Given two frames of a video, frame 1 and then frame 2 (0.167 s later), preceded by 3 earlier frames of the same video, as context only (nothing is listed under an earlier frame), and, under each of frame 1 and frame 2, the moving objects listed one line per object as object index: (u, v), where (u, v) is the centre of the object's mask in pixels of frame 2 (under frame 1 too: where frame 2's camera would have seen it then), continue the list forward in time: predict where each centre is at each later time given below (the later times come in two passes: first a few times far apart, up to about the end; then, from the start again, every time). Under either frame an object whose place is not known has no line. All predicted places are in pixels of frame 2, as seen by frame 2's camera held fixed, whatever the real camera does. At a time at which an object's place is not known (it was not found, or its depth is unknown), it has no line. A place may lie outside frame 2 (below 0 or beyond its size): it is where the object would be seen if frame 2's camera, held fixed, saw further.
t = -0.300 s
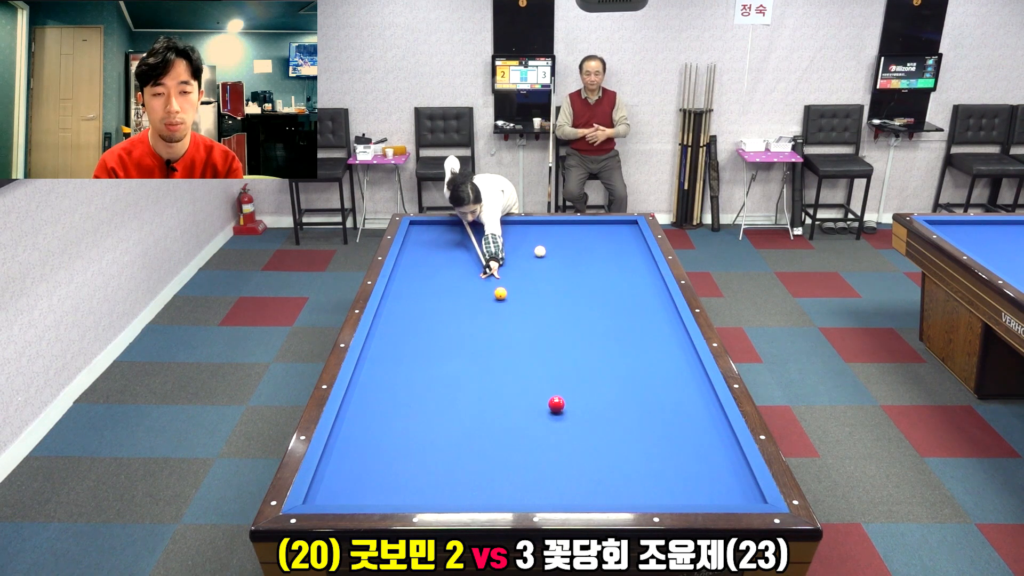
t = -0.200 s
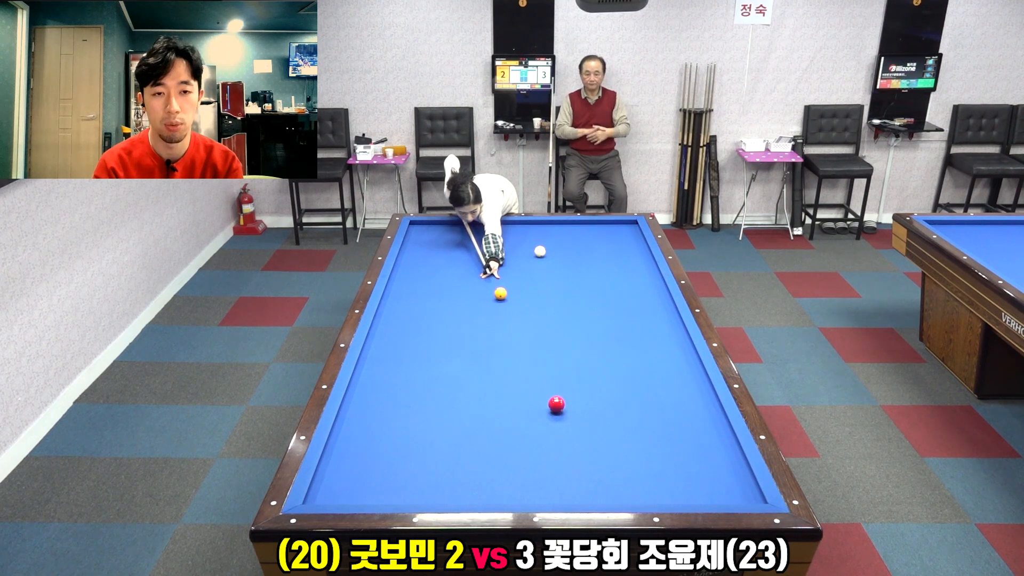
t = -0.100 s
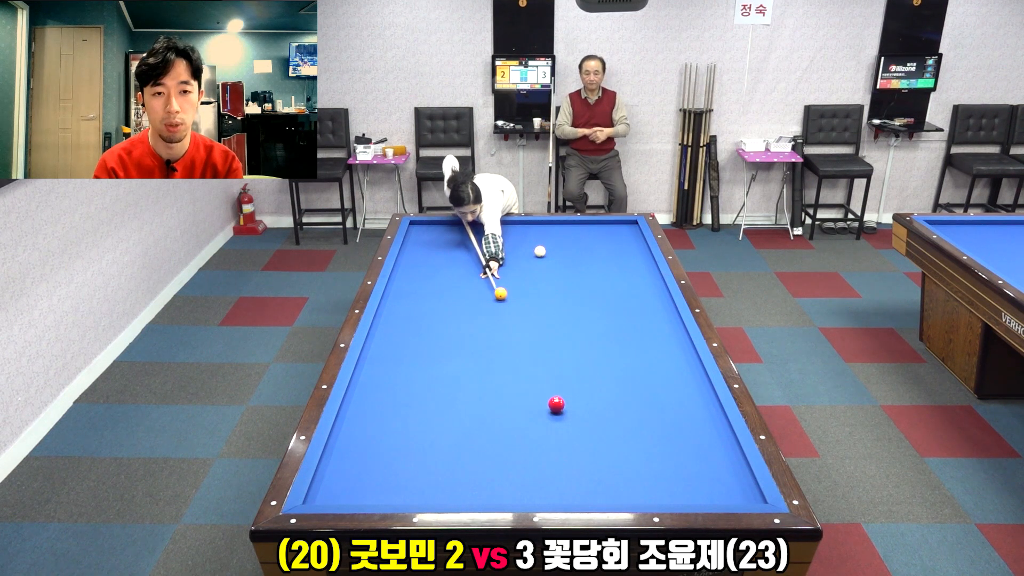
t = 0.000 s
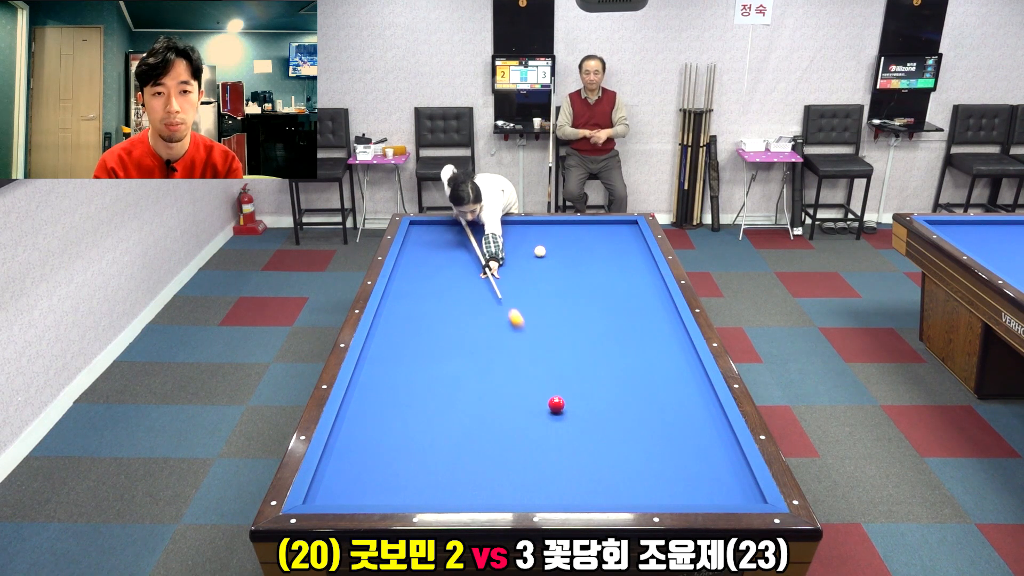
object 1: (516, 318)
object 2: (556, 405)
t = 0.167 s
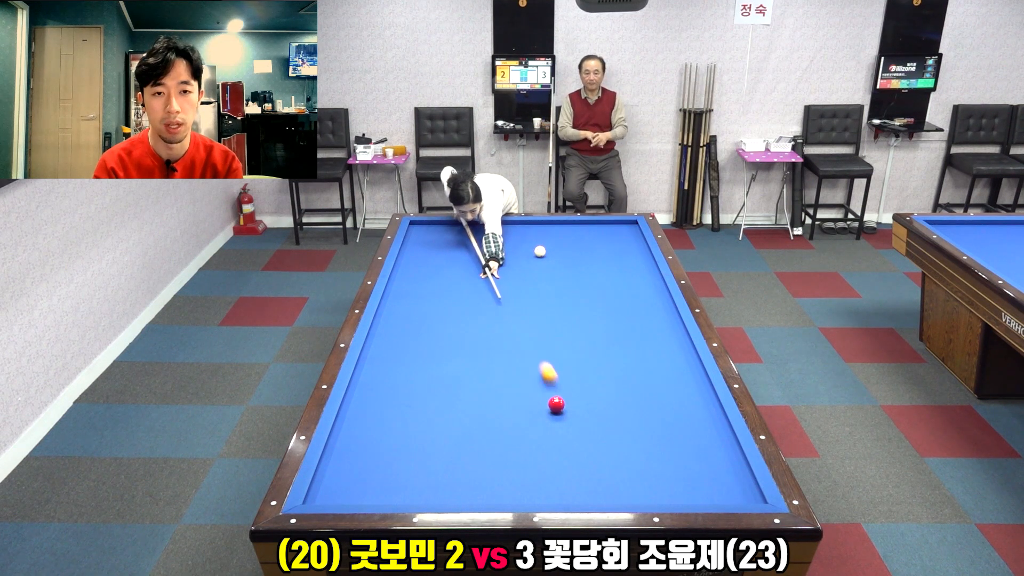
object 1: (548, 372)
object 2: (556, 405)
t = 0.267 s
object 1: (575, 399)
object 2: (550, 415)
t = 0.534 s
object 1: (668, 429)
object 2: (503, 496)
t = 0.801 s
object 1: (724, 471)
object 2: (485, 447)
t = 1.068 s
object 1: (669, 480)
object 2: (470, 410)
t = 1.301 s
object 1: (611, 455)
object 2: (458, 383)
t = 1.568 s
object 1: (552, 430)
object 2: (447, 356)
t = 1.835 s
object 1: (499, 407)
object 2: (436, 332)
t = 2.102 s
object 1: (452, 386)
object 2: (428, 311)
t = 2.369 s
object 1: (410, 368)
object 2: (420, 293)
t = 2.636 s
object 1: (372, 352)
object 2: (413, 277)
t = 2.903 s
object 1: (395, 336)
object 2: (406, 262)
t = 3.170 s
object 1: (422, 323)
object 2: (406, 249)
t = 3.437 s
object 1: (445, 311)
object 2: (415, 239)
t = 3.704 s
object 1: (467, 299)
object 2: (423, 229)
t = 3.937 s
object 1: (485, 290)
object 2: (430, 223)
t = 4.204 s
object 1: (504, 280)
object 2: (434, 228)
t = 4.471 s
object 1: (522, 271)
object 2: (438, 233)
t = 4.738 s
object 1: (538, 262)
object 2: (442, 239)
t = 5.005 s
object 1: (553, 255)
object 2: (447, 244)
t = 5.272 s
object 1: (567, 247)
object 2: (451, 249)
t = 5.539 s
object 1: (580, 241)
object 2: (456, 254)
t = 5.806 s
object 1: (592, 234)
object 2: (460, 260)
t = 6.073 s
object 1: (603, 228)
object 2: (465, 265)
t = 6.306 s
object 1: (613, 223)
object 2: (469, 269)
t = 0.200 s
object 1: (555, 384)
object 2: (556, 405)
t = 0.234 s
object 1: (564, 394)
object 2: (555, 406)
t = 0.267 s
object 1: (575, 399)
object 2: (550, 415)
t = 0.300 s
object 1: (588, 402)
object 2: (544, 425)
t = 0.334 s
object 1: (600, 405)
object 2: (539, 436)
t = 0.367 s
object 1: (611, 408)
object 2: (533, 447)
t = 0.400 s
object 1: (623, 412)
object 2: (527, 458)
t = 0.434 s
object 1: (634, 416)
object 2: (521, 469)
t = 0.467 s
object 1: (645, 420)
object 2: (515, 480)
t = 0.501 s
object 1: (656, 425)
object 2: (509, 491)
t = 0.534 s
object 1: (668, 429)
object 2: (503, 496)
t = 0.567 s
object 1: (680, 434)
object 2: (501, 491)
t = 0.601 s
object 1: (692, 438)
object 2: (498, 483)
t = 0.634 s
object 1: (704, 443)
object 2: (496, 475)
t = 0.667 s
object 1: (716, 448)
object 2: (494, 469)
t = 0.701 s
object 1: (729, 452)
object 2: (491, 463)
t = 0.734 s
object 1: (735, 458)
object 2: (489, 457)
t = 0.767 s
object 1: (729, 464)
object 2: (487, 452)
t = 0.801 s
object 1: (724, 471)
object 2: (485, 447)
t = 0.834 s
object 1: (719, 478)
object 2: (483, 442)
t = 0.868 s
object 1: (715, 485)
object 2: (481, 437)
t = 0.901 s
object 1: (711, 492)
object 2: (479, 433)
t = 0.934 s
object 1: (706, 496)
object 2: (477, 428)
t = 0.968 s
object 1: (697, 493)
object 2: (475, 423)
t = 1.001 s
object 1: (687, 489)
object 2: (473, 419)
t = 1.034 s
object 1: (678, 485)
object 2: (471, 415)
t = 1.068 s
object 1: (669, 480)
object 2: (470, 410)
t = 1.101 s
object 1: (660, 476)
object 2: (468, 406)
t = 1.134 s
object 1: (651, 472)
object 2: (466, 402)
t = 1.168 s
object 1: (643, 469)
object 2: (465, 398)
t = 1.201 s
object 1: (635, 466)
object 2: (463, 394)
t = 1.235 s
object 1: (627, 462)
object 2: (461, 390)
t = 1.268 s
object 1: (619, 458)
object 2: (460, 386)
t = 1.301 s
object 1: (611, 455)
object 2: (458, 383)
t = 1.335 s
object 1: (603, 451)
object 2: (456, 379)
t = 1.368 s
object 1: (596, 449)
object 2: (455, 376)
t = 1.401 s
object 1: (588, 445)
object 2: (453, 372)
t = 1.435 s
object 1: (581, 442)
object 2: (452, 369)
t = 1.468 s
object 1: (574, 439)
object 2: (451, 365)
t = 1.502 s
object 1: (566, 436)
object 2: (449, 362)
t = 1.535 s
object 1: (559, 433)
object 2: (448, 359)
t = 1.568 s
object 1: (552, 430)
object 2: (447, 356)
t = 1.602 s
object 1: (545, 427)
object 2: (445, 353)
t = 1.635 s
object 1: (538, 424)
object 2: (444, 349)
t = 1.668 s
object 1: (532, 421)
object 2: (443, 346)
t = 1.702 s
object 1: (525, 418)
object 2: (441, 343)
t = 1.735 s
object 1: (518, 415)
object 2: (440, 341)
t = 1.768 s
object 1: (512, 412)
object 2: (439, 338)
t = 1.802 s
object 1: (506, 410)
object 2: (438, 335)
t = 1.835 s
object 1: (499, 407)
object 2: (436, 332)
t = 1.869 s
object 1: (493, 404)
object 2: (435, 329)
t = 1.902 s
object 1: (487, 401)
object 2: (434, 327)
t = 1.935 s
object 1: (481, 399)
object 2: (433, 324)
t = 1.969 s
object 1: (475, 396)
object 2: (432, 321)
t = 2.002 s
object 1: (469, 394)
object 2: (431, 319)
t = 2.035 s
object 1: (464, 391)
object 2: (430, 316)
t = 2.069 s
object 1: (458, 389)
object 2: (429, 314)
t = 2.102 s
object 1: (452, 386)
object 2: (428, 311)
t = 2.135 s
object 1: (447, 384)
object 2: (427, 309)
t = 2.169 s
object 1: (442, 381)
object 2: (426, 306)
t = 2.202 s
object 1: (436, 379)
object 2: (425, 304)
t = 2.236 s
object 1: (431, 377)
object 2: (424, 302)
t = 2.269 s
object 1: (425, 374)
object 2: (423, 300)
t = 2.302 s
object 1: (420, 372)
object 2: (422, 297)
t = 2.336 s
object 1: (415, 370)
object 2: (421, 295)
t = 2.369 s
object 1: (410, 368)
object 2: (420, 293)
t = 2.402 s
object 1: (405, 366)
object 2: (419, 291)
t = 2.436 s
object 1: (400, 364)
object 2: (418, 289)
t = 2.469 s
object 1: (395, 362)
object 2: (417, 287)
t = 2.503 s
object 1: (391, 360)
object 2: (416, 285)
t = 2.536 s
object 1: (386, 357)
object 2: (415, 283)
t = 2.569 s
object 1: (381, 355)
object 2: (415, 280)
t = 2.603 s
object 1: (377, 354)
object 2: (414, 279)
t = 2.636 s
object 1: (372, 352)
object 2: (413, 277)
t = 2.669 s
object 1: (369, 349)
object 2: (412, 275)
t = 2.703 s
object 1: (373, 348)
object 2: (411, 273)
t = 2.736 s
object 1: (377, 346)
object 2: (411, 271)
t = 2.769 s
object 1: (381, 344)
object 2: (410, 269)
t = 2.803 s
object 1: (385, 342)
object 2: (409, 267)
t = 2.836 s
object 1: (388, 340)
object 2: (408, 266)
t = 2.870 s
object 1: (392, 338)
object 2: (407, 264)
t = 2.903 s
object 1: (395, 336)
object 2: (406, 262)
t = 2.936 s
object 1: (399, 335)
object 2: (406, 260)
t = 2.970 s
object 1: (402, 333)
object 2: (405, 259)
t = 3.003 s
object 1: (405, 331)
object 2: (404, 257)
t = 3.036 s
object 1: (409, 329)
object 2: (404, 255)
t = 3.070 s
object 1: (412, 328)
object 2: (403, 254)
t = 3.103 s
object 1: (415, 326)
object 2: (404, 252)
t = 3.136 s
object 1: (418, 324)
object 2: (405, 251)
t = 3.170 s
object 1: (422, 323)
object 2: (406, 249)
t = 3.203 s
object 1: (425, 321)
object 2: (408, 248)
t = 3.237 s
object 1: (428, 320)
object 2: (409, 246)
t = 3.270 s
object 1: (431, 318)
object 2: (410, 245)
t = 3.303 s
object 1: (434, 317)
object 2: (411, 244)
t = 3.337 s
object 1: (437, 315)
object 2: (412, 243)
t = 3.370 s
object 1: (440, 314)
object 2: (413, 241)
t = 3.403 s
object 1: (443, 312)
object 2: (414, 240)
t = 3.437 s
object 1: (445, 311)
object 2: (415, 239)
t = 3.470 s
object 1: (448, 309)
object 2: (416, 238)
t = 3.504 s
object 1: (451, 308)
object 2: (417, 236)
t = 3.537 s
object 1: (454, 306)
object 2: (418, 235)
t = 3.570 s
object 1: (457, 305)
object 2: (420, 234)
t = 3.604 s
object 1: (459, 303)
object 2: (420, 233)
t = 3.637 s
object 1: (462, 302)
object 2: (421, 231)
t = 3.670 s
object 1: (465, 300)
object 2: (422, 230)
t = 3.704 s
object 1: (467, 299)
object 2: (423, 229)
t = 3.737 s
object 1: (470, 298)
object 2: (424, 228)
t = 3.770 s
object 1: (473, 296)
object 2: (425, 227)
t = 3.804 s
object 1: (475, 295)
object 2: (426, 225)
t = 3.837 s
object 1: (478, 294)
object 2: (427, 225)
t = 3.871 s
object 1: (481, 292)
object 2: (428, 223)
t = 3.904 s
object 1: (483, 291)
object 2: (429, 222)
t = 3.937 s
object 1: (485, 290)
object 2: (430, 223)
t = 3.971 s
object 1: (488, 289)
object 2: (430, 223)
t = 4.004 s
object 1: (490, 287)
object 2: (431, 224)
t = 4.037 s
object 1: (493, 286)
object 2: (431, 225)
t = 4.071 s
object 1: (495, 285)
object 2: (431, 225)
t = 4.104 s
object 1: (497, 284)
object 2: (432, 226)
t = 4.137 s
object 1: (500, 282)
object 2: (433, 227)
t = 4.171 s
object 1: (502, 281)
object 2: (433, 227)
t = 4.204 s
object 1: (504, 280)
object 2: (434, 228)
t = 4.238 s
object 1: (507, 279)
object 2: (434, 229)
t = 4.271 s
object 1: (509, 278)
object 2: (435, 229)
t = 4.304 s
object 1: (511, 277)
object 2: (435, 230)
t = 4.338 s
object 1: (513, 275)
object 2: (436, 231)
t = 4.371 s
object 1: (516, 274)
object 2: (436, 231)
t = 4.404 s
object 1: (518, 273)
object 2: (437, 232)
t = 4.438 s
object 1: (520, 272)
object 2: (437, 233)
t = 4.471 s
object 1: (522, 271)
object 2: (438, 233)
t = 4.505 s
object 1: (524, 270)
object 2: (438, 234)
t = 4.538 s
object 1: (526, 269)
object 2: (439, 235)
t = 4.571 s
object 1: (528, 268)
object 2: (439, 235)
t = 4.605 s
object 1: (530, 267)
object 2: (440, 236)
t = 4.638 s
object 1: (532, 266)
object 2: (441, 237)
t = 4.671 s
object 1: (534, 264)
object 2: (441, 237)
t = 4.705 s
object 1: (536, 264)
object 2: (442, 238)
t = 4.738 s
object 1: (538, 262)
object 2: (442, 239)
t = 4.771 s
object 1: (540, 261)
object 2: (443, 239)
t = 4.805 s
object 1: (542, 260)
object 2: (444, 240)
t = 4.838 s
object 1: (544, 259)
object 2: (444, 241)
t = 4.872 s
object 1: (546, 258)
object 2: (445, 241)
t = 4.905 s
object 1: (548, 258)
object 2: (445, 242)
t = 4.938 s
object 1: (550, 257)
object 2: (446, 243)
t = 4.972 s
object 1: (551, 256)
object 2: (446, 243)
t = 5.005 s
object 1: (553, 255)
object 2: (447, 244)
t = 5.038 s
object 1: (555, 254)
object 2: (447, 245)
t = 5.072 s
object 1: (557, 253)
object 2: (448, 245)
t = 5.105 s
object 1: (559, 252)
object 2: (448, 246)
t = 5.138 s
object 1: (560, 251)
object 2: (449, 247)
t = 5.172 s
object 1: (562, 250)
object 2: (449, 247)
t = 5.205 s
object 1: (564, 249)
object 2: (450, 248)
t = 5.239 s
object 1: (565, 248)
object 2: (451, 248)
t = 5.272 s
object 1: (567, 247)
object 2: (451, 249)
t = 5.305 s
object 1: (569, 247)
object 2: (452, 250)
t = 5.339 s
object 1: (571, 246)
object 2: (452, 251)
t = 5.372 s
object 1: (572, 245)
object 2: (453, 251)
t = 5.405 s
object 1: (574, 244)
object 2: (454, 252)
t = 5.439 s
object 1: (575, 243)
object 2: (454, 253)
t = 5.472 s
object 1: (577, 242)
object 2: (455, 253)
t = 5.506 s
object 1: (578, 241)
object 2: (455, 254)
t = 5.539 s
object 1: (580, 241)
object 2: (456, 254)
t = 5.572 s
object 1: (582, 240)
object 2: (456, 255)
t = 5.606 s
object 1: (583, 239)
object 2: (457, 256)
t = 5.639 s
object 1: (585, 238)
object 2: (458, 256)
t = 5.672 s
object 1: (586, 237)
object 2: (458, 257)
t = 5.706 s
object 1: (588, 236)
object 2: (459, 258)
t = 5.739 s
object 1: (589, 236)
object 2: (459, 258)
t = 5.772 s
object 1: (591, 235)
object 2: (460, 259)
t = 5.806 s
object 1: (592, 234)
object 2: (460, 260)
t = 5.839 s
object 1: (594, 233)
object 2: (461, 260)
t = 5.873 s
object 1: (595, 233)
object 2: (462, 261)
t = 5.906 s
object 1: (597, 232)
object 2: (462, 262)
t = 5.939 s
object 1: (598, 231)
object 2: (463, 262)
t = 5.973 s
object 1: (599, 230)
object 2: (463, 263)
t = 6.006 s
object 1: (601, 230)
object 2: (464, 264)
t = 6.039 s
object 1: (602, 229)
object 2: (464, 264)
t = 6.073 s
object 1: (603, 228)
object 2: (465, 265)
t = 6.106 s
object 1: (605, 227)
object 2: (465, 266)
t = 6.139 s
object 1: (606, 227)
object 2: (466, 266)
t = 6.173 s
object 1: (608, 226)
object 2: (467, 267)
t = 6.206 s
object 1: (609, 225)
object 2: (467, 267)
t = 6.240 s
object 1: (610, 225)
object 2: (468, 268)
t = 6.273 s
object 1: (611, 224)
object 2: (468, 269)
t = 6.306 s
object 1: (613, 223)
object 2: (469, 269)
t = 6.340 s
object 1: (614, 223)
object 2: (469, 270)
